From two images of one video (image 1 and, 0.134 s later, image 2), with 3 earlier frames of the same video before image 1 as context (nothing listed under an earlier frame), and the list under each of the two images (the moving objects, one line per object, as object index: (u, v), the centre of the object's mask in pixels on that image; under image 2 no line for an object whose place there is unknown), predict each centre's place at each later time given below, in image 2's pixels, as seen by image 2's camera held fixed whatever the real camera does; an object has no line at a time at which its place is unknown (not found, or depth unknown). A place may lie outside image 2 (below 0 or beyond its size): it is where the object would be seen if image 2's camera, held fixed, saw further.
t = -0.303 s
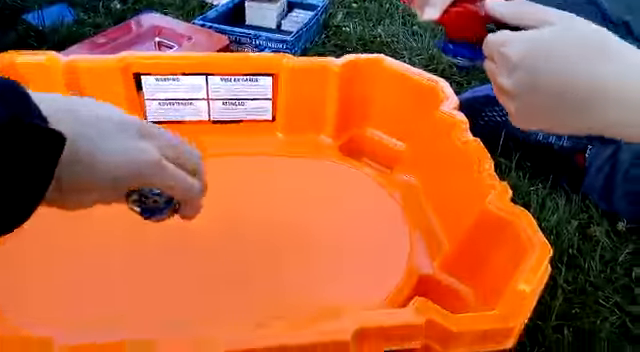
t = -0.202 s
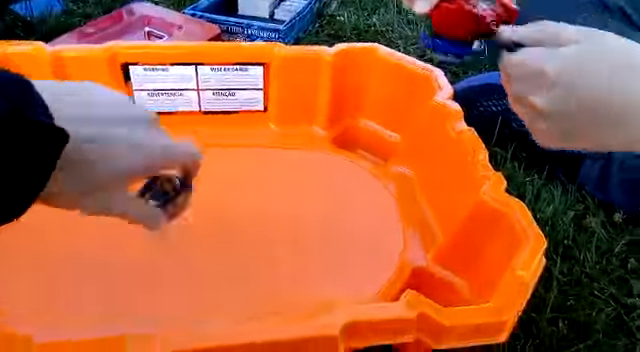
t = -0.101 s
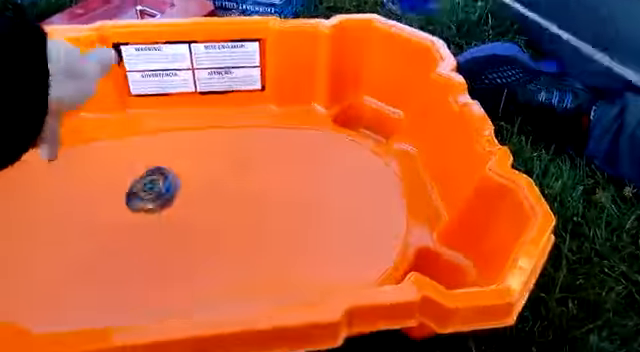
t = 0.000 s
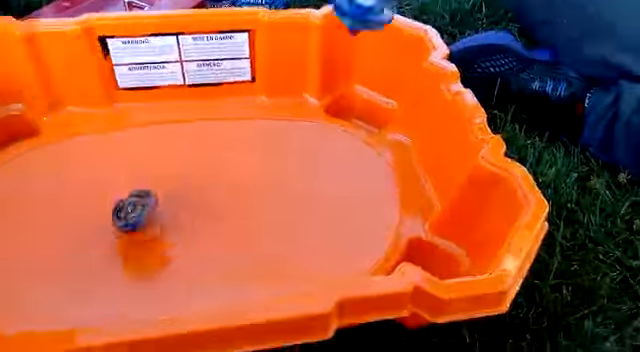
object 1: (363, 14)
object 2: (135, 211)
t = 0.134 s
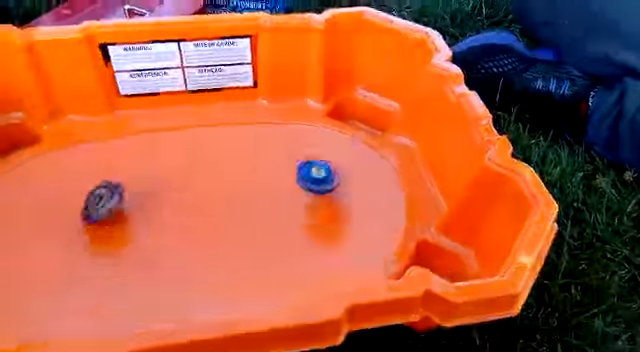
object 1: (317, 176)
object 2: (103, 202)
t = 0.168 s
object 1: (306, 176)
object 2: (100, 194)
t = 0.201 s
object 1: (296, 168)
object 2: (99, 187)
